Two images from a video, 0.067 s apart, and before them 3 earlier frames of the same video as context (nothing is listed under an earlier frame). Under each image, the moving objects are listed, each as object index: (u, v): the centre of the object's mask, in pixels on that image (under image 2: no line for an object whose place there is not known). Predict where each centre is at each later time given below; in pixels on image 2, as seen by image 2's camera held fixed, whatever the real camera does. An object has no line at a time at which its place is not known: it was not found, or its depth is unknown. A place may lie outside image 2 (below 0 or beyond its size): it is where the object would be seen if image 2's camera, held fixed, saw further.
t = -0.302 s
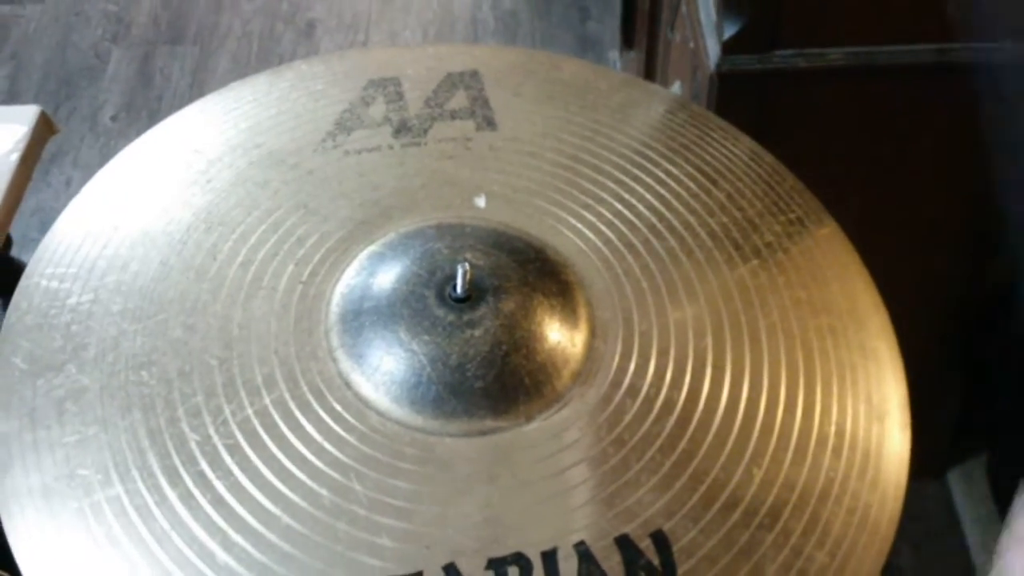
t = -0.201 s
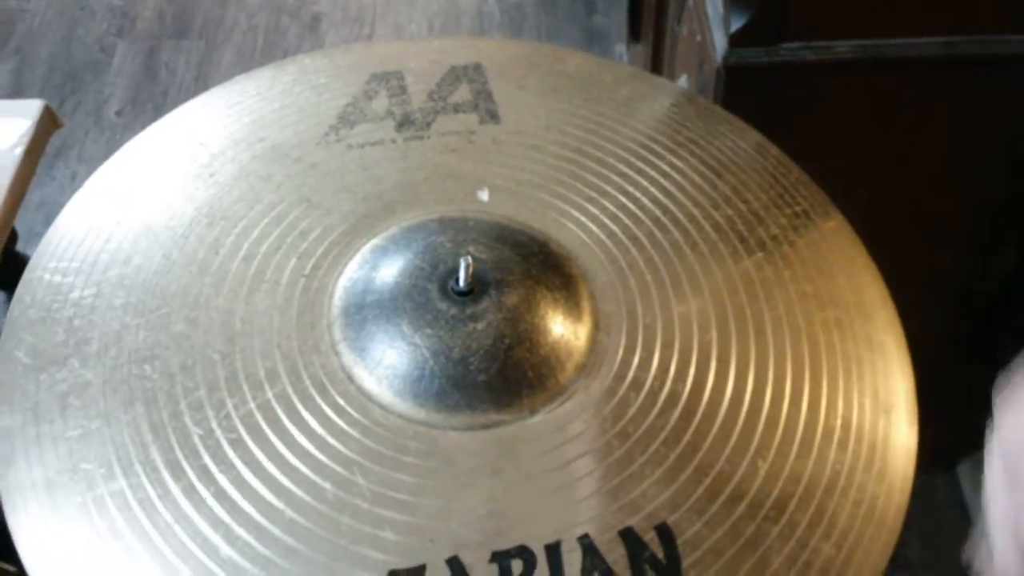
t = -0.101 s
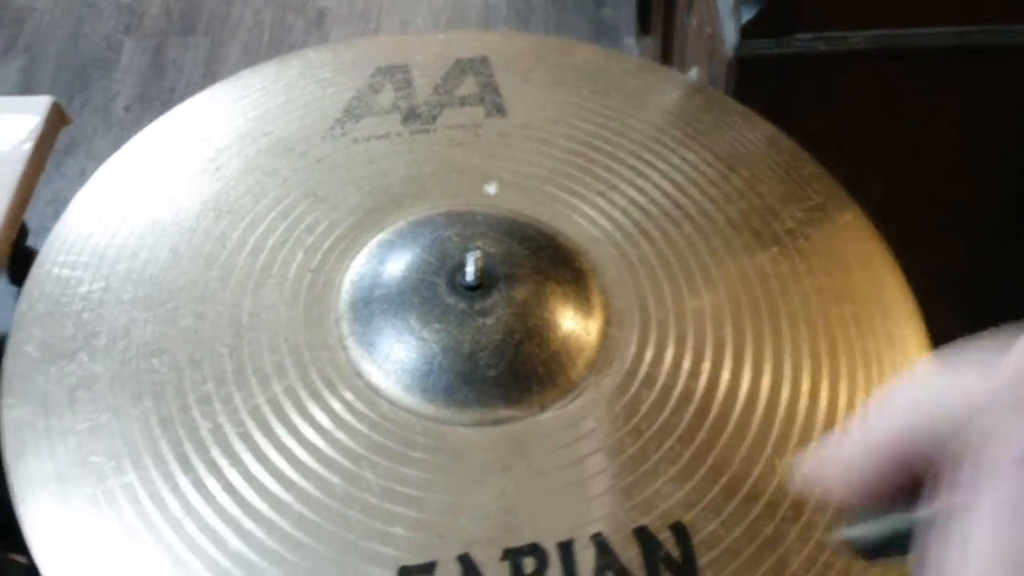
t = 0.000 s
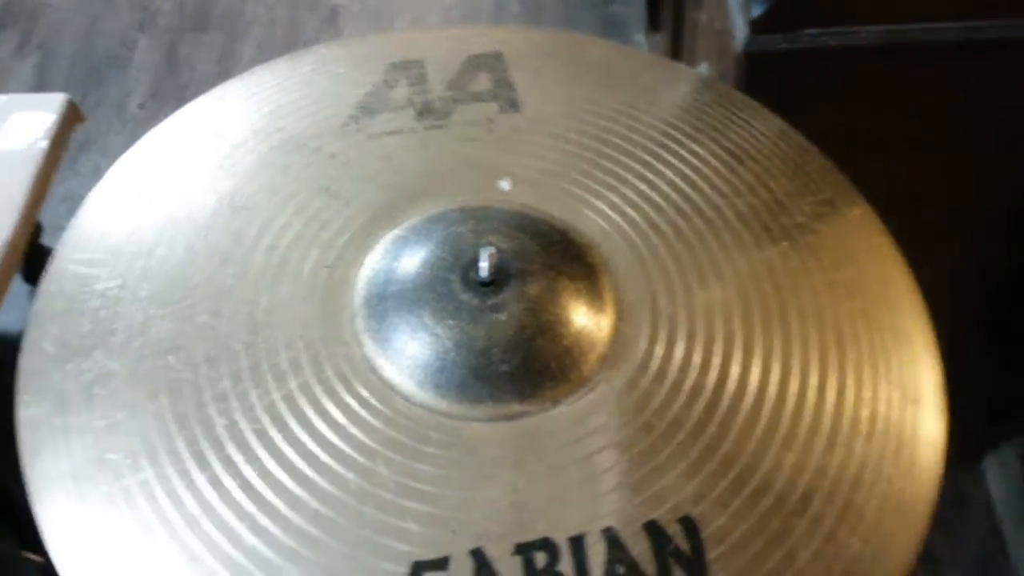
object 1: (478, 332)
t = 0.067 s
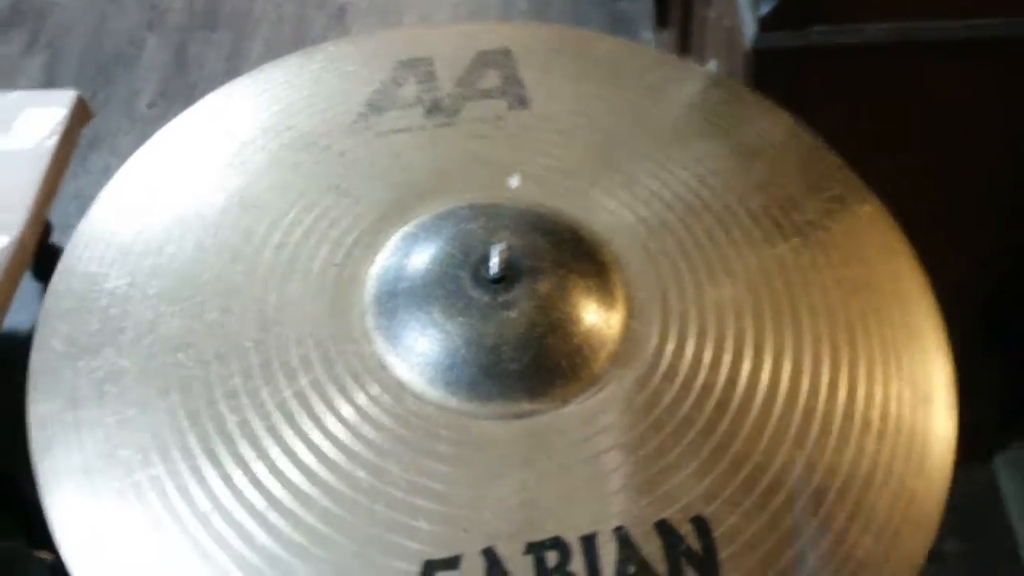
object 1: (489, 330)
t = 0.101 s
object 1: (485, 328)
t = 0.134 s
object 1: (480, 325)
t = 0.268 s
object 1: (480, 328)
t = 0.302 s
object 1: (483, 330)
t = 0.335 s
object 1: (486, 331)
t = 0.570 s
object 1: (498, 346)
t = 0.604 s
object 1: (496, 345)
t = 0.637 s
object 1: (494, 345)
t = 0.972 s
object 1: (489, 321)
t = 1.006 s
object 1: (492, 320)
